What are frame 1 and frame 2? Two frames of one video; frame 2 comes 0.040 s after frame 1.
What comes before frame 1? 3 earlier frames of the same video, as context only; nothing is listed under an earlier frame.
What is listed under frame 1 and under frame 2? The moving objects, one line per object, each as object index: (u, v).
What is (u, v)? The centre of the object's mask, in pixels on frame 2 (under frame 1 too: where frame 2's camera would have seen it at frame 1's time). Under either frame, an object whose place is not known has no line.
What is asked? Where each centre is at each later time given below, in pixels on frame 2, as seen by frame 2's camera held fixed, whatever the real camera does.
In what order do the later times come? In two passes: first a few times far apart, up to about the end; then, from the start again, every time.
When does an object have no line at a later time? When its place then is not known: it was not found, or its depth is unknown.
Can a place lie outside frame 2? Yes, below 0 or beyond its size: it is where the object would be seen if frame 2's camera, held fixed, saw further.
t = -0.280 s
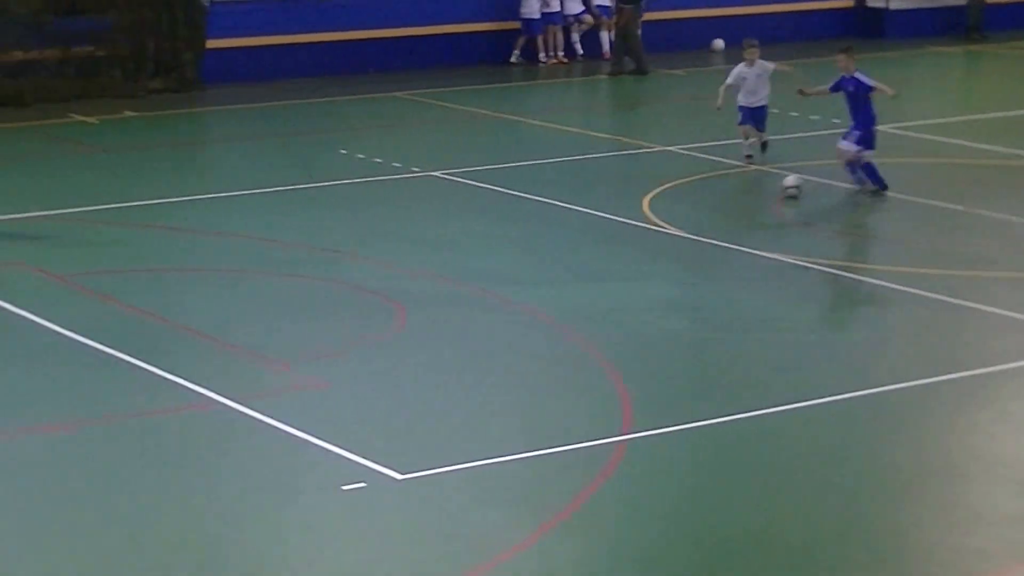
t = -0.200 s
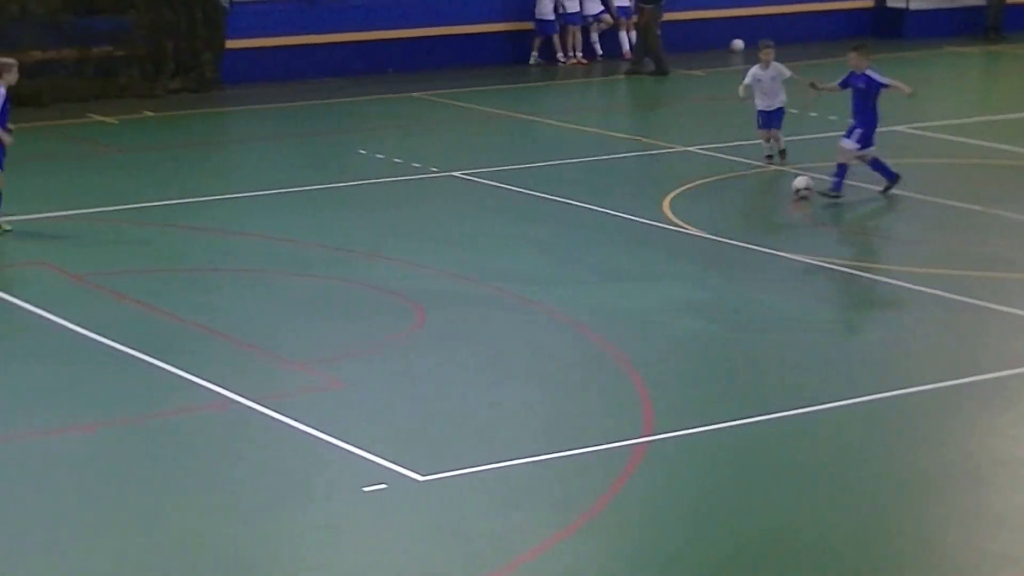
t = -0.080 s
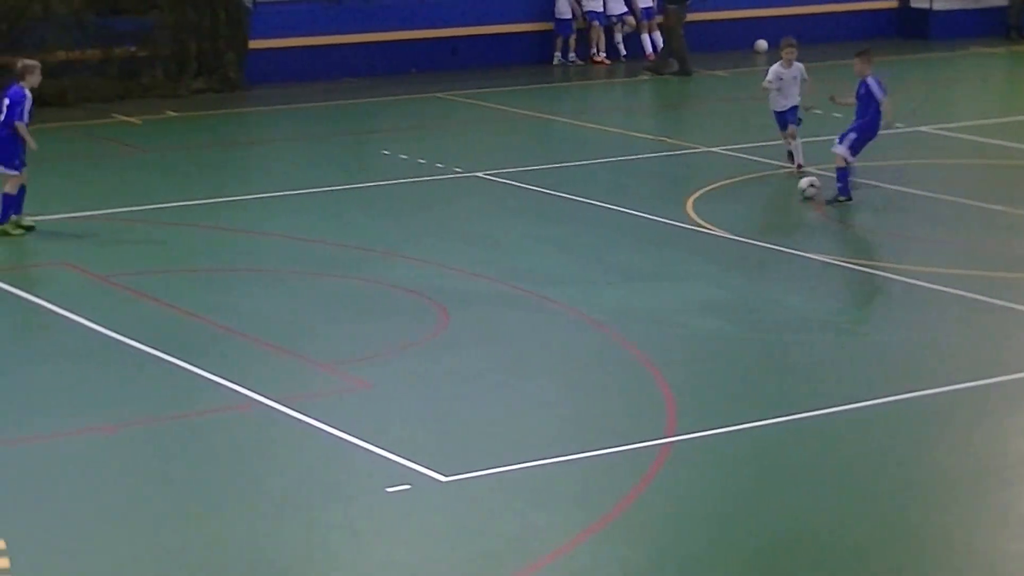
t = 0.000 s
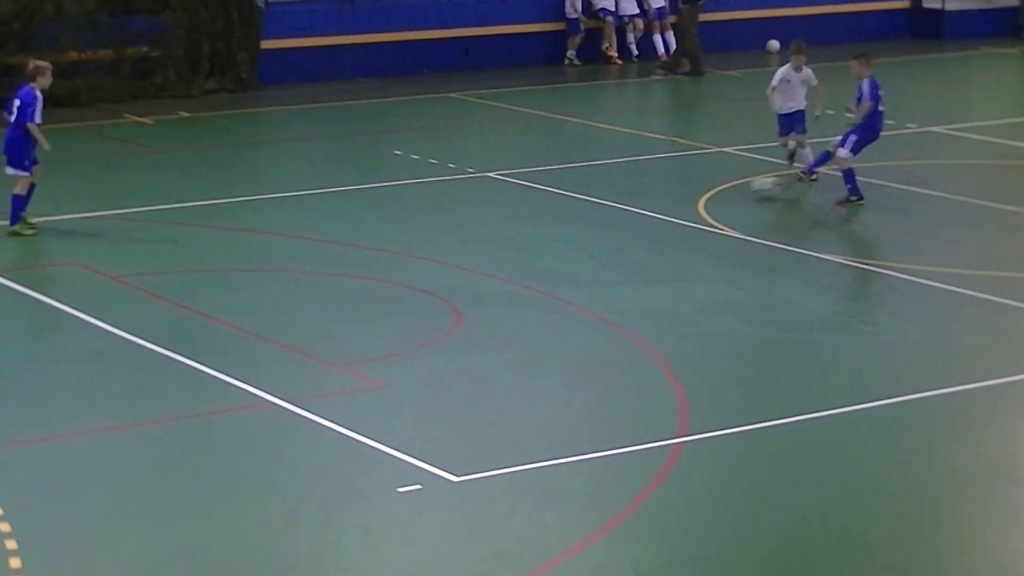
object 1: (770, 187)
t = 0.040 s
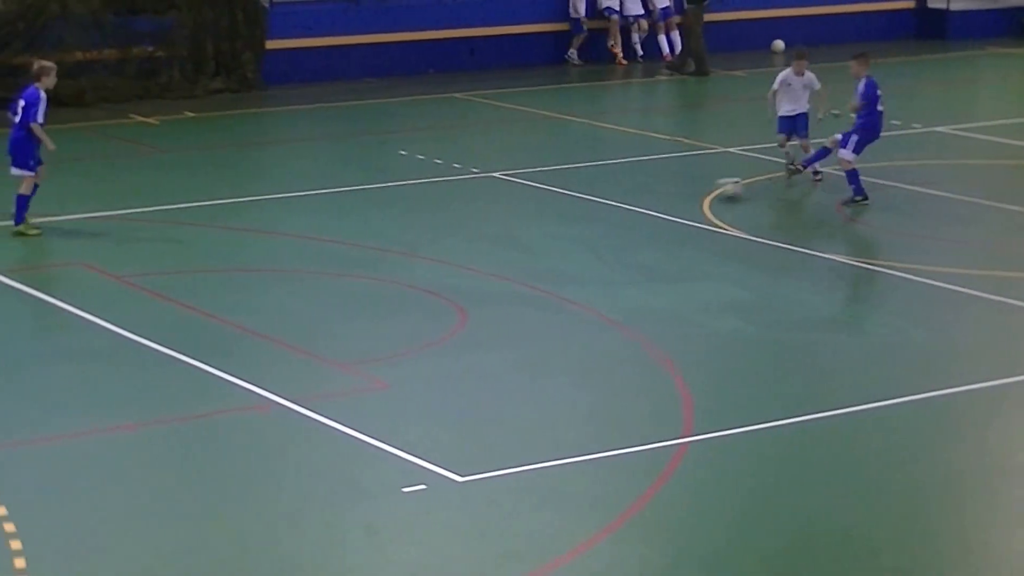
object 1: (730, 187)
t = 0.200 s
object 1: (579, 190)
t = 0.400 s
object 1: (413, 193)
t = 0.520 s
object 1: (323, 195)
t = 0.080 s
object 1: (691, 190)
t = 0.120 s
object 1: (652, 189)
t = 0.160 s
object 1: (615, 189)
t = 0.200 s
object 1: (579, 190)
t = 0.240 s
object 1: (545, 192)
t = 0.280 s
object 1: (511, 191)
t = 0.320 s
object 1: (478, 192)
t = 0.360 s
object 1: (445, 192)
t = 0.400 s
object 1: (413, 193)
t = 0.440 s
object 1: (384, 194)
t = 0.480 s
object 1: (353, 194)
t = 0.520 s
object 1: (323, 195)
